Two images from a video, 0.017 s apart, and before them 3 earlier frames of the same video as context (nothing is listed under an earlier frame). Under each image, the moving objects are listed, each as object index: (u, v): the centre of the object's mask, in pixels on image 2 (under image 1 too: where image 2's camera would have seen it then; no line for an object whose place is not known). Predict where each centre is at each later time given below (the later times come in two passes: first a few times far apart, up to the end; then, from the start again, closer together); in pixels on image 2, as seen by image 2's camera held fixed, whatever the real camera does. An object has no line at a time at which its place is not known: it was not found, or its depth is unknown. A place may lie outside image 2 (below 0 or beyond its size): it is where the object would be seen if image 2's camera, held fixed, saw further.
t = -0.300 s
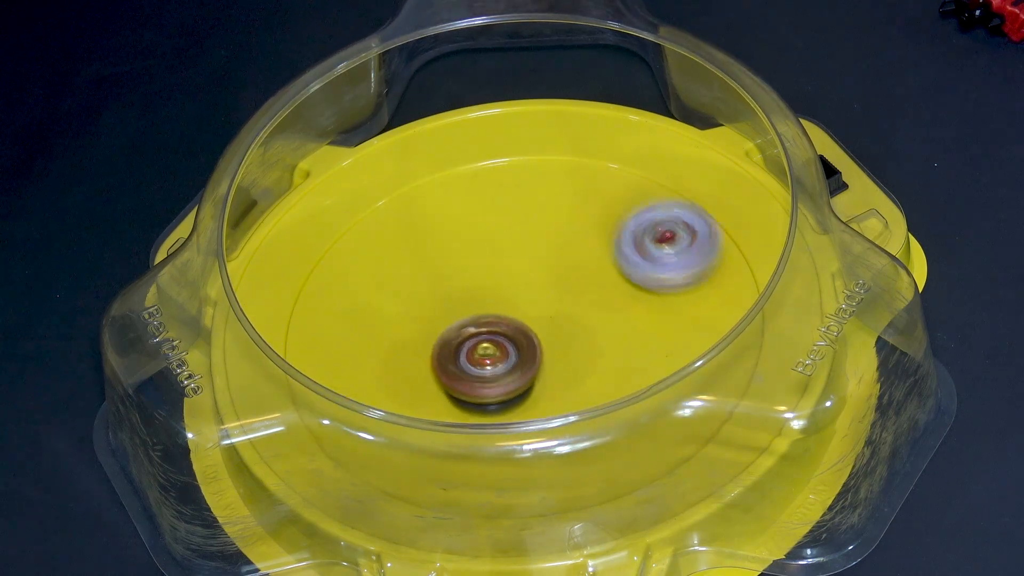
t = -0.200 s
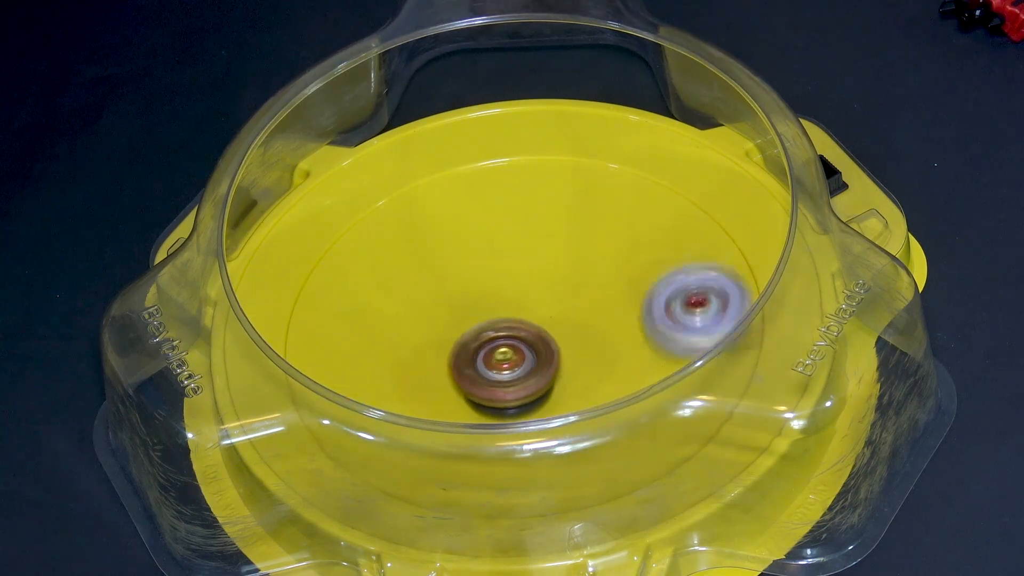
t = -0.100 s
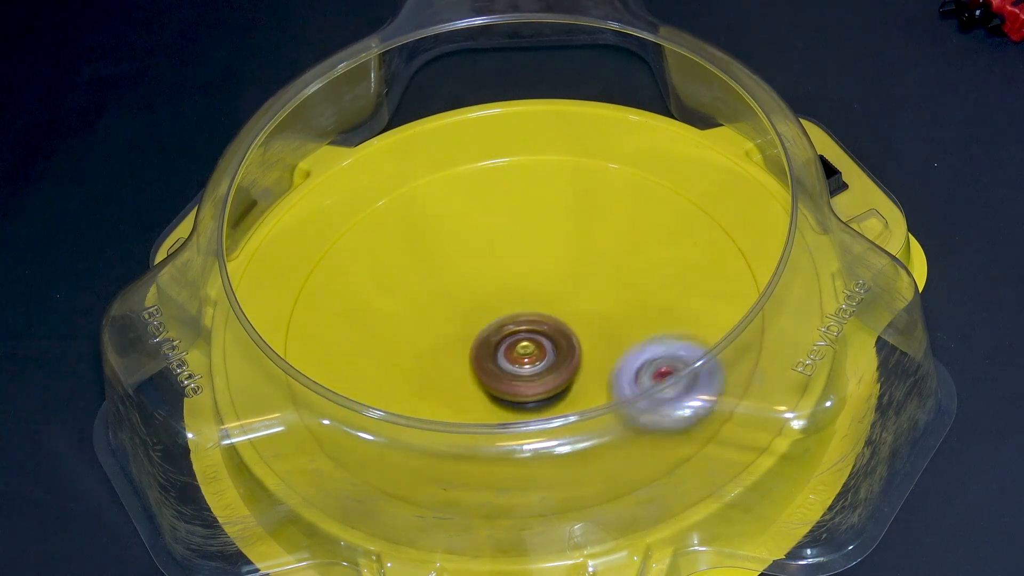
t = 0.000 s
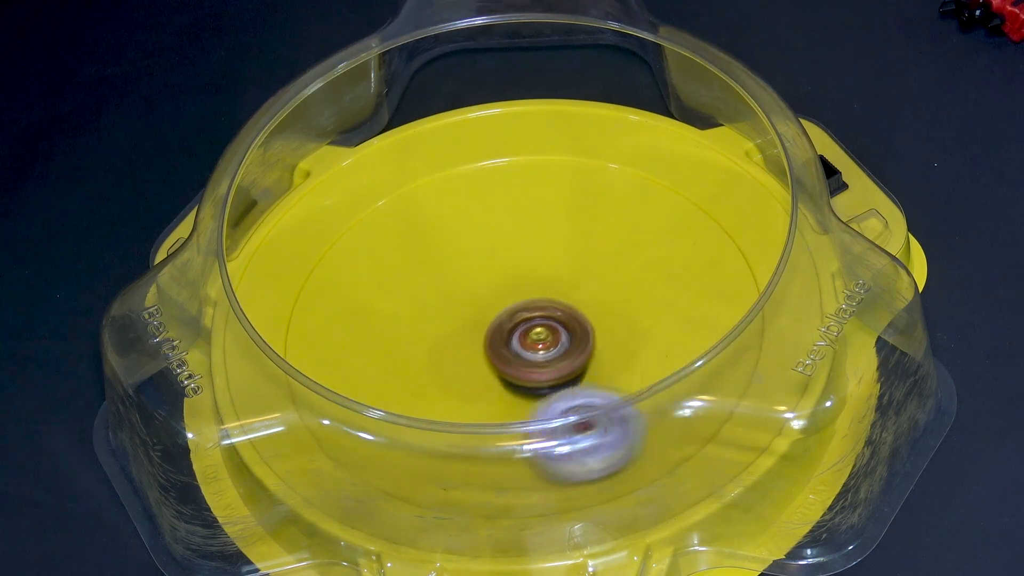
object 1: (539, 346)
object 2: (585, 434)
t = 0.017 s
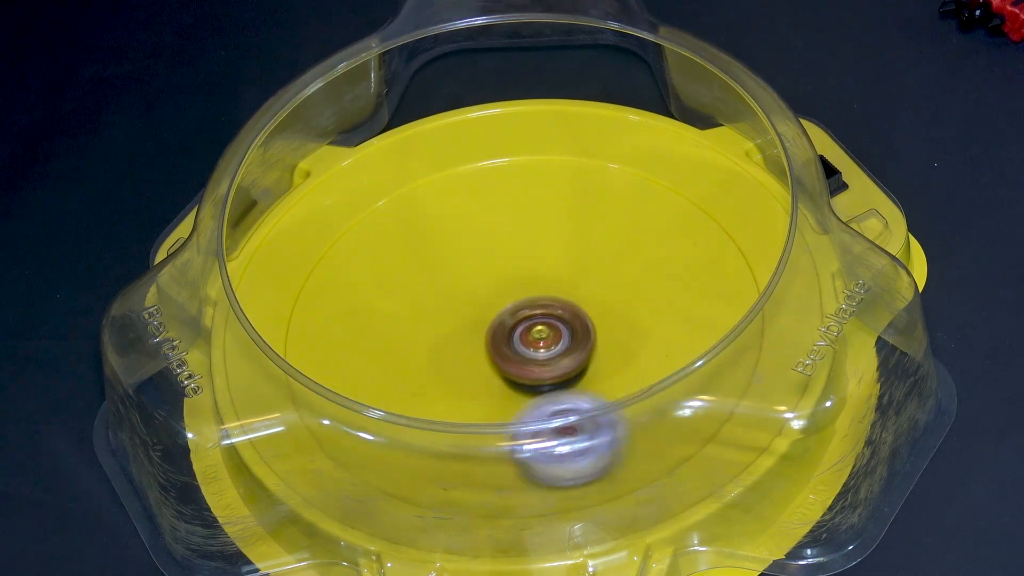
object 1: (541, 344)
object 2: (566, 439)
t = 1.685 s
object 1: (507, 316)
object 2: (546, 212)
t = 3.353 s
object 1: (508, 373)
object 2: (565, 291)
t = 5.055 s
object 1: (433, 348)
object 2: (571, 266)
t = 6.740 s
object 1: (502, 294)
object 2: (523, 394)
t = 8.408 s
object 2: (609, 333)
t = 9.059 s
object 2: (585, 327)
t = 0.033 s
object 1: (542, 341)
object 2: (548, 443)
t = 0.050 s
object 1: (543, 338)
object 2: (533, 444)
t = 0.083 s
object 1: (544, 332)
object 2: (498, 445)
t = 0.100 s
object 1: (545, 329)
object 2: (479, 441)
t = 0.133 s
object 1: (544, 324)
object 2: (449, 434)
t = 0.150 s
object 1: (543, 321)
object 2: (435, 421)
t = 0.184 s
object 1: (541, 315)
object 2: (411, 411)
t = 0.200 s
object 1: (539, 313)
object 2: (400, 402)
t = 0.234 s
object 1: (536, 308)
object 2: (386, 375)
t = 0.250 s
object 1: (534, 307)
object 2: (378, 368)
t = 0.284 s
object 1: (530, 303)
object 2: (366, 350)
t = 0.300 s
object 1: (527, 301)
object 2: (363, 340)
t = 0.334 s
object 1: (522, 298)
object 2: (365, 316)
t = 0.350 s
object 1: (519, 297)
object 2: (367, 303)
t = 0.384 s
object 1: (513, 295)
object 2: (375, 281)
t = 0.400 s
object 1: (510, 295)
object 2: (382, 271)
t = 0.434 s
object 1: (504, 295)
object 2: (399, 251)
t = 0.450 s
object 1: (501, 295)
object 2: (408, 242)
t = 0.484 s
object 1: (496, 297)
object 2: (431, 224)
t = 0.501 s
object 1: (493, 297)
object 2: (442, 217)
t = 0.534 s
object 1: (488, 300)
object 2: (467, 207)
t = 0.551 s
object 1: (486, 302)
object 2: (483, 203)
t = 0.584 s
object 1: (482, 306)
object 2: (513, 197)
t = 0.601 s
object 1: (481, 308)
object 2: (528, 196)
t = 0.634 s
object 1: (479, 313)
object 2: (557, 197)
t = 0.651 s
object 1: (478, 315)
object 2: (570, 199)
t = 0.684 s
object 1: (479, 321)
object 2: (598, 207)
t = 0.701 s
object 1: (480, 323)
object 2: (613, 212)
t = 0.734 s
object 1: (483, 329)
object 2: (636, 225)
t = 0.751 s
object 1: (485, 331)
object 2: (646, 234)
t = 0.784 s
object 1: (490, 336)
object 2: (662, 254)
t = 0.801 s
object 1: (493, 337)
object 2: (668, 265)
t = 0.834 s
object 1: (499, 341)
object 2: (677, 288)
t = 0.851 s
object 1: (503, 342)
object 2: (680, 299)
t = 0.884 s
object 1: (510, 344)
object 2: (676, 322)
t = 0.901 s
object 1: (513, 344)
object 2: (673, 335)
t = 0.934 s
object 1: (521, 345)
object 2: (662, 359)
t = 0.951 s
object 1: (524, 345)
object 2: (653, 371)
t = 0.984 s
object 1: (532, 345)
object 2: (633, 391)
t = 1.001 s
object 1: (535, 344)
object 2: (622, 398)
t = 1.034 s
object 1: (541, 341)
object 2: (597, 414)
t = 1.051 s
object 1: (545, 340)
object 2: (582, 423)
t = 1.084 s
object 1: (552, 339)
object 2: (549, 431)
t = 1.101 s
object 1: (554, 338)
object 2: (532, 434)
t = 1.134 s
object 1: (560, 336)
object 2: (501, 436)
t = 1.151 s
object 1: (562, 334)
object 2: (486, 434)
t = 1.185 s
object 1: (566, 330)
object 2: (455, 433)
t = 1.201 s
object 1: (568, 328)
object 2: (442, 424)
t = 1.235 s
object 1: (570, 324)
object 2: (417, 413)
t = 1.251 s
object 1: (571, 322)
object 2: (403, 405)
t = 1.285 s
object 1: (572, 318)
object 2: (383, 388)
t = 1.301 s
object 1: (572, 315)
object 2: (376, 378)
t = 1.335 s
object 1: (570, 312)
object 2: (366, 358)
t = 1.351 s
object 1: (569, 309)
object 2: (361, 350)
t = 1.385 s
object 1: (566, 306)
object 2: (358, 328)
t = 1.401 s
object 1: (563, 305)
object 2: (360, 317)
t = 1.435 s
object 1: (558, 303)
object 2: (367, 295)
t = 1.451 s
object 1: (554, 302)
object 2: (373, 285)
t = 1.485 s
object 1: (548, 302)
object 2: (389, 265)
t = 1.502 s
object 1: (544, 302)
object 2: (398, 255)
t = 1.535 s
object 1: (537, 302)
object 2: (418, 239)
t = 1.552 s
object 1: (533, 303)
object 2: (431, 232)
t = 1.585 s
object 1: (526, 305)
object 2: (458, 221)
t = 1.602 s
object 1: (523, 306)
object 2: (470, 217)
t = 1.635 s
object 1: (516, 310)
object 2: (499, 212)
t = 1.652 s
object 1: (513, 312)
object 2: (515, 211)
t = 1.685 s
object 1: (507, 316)
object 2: (546, 212)
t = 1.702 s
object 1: (505, 318)
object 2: (559, 214)
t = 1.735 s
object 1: (501, 322)
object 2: (587, 221)
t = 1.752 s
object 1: (499, 325)
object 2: (599, 224)
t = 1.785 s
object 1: (496, 330)
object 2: (623, 236)
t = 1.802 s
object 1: (495, 332)
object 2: (634, 244)
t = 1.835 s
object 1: (493, 337)
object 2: (652, 260)
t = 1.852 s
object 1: (493, 340)
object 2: (658, 269)
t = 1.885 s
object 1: (492, 344)
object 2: (669, 290)
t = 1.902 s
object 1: (493, 346)
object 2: (674, 300)
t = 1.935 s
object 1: (494, 350)
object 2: (675, 322)
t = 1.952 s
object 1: (495, 352)
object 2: (670, 330)
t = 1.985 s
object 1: (497, 356)
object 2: (665, 355)
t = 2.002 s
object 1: (499, 357)
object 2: (659, 364)
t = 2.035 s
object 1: (503, 360)
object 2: (643, 384)
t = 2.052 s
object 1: (506, 361)
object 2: (633, 394)
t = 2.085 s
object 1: (510, 362)
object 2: (612, 411)
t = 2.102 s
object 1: (512, 362)
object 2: (599, 417)
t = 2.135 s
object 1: (516, 360)
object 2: (570, 429)
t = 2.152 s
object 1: (519, 358)
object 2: (555, 436)
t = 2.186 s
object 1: (527, 354)
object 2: (524, 443)
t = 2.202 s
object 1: (530, 352)
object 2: (509, 448)
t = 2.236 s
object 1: (534, 345)
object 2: (475, 452)
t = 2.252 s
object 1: (536, 341)
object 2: (461, 451)
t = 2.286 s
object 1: (539, 335)
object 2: (433, 446)
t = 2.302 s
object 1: (540, 332)
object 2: (419, 442)
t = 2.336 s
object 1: (540, 326)
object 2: (394, 431)
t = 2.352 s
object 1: (540, 323)
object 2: (384, 423)
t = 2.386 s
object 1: (539, 318)
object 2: (367, 404)
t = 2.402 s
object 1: (538, 315)
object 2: (360, 396)
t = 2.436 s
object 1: (536, 310)
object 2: (357, 369)
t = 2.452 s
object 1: (534, 307)
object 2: (353, 361)
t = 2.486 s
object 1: (531, 303)
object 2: (349, 346)
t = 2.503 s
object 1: (529, 302)
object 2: (351, 335)
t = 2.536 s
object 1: (525, 298)
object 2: (361, 315)
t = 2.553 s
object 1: (523, 297)
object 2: (369, 305)
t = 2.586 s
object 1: (519, 295)
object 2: (387, 287)
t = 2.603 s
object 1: (516, 294)
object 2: (396, 278)
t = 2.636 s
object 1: (527, 300)
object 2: (399, 255)
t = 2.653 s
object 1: (549, 309)
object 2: (389, 235)
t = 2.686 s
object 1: (588, 325)
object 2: (375, 200)
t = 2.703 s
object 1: (607, 333)
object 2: (370, 186)
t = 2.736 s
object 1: (641, 344)
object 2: (379, 169)
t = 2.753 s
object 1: (655, 350)
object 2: (385, 165)
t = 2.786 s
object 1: (681, 358)
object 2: (396, 155)
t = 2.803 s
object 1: (692, 361)
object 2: (402, 151)
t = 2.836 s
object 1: (706, 366)
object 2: (414, 142)
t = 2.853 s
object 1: (713, 368)
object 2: (420, 137)
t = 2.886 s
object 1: (724, 370)
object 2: (432, 127)
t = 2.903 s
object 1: (726, 370)
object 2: (437, 123)
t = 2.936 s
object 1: (725, 369)
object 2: (451, 113)
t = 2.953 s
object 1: (723, 368)
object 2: (459, 110)
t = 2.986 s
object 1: (715, 364)
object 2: (477, 107)
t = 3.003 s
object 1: (711, 362)
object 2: (486, 107)
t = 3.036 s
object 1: (699, 356)
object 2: (506, 111)
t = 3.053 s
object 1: (690, 353)
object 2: (516, 117)
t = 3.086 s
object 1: (674, 345)
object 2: (533, 131)
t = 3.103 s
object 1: (663, 341)
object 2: (543, 140)
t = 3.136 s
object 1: (642, 333)
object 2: (562, 165)
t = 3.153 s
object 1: (631, 329)
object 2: (571, 179)
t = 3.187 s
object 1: (607, 321)
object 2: (585, 209)
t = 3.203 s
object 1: (595, 317)
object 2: (590, 222)
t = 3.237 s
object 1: (575, 330)
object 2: (592, 235)
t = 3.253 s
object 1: (565, 337)
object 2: (589, 240)
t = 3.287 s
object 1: (545, 351)
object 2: (585, 254)
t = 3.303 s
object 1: (535, 358)
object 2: (581, 264)
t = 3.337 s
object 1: (516, 369)
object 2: (571, 283)
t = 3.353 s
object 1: (508, 373)
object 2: (565, 291)
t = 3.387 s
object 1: (489, 382)
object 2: (553, 306)
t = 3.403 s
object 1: (477, 388)
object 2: (550, 310)
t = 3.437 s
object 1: (454, 407)
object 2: (543, 316)
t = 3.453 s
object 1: (444, 413)
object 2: (539, 319)
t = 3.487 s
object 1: (427, 420)
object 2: (526, 326)
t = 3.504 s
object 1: (418, 427)
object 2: (517, 328)
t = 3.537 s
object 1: (408, 436)
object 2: (500, 333)
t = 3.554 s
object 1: (405, 439)
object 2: (492, 335)
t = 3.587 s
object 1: (403, 443)
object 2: (475, 335)
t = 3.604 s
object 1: (404, 443)
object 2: (466, 333)
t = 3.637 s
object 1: (412, 443)
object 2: (452, 329)
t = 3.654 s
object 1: (415, 443)
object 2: (446, 327)
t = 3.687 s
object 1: (427, 440)
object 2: (436, 320)
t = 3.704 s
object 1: (433, 438)
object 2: (433, 316)
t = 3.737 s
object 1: (444, 433)
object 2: (429, 307)
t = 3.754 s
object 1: (452, 423)
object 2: (430, 301)
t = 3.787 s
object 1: (464, 418)
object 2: (433, 293)
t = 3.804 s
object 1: (471, 414)
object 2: (437, 289)
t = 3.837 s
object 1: (484, 403)
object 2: (449, 283)
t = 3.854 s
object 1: (491, 391)
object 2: (456, 282)
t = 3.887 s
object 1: (504, 382)
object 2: (472, 281)
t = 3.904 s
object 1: (510, 377)
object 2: (480, 281)
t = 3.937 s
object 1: (521, 365)
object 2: (495, 283)
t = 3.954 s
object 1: (528, 365)
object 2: (500, 278)
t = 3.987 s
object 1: (540, 364)
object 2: (512, 266)
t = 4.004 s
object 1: (544, 363)
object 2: (518, 261)
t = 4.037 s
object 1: (552, 361)
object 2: (531, 251)
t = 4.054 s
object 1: (555, 358)
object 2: (538, 247)
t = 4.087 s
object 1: (559, 353)
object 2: (554, 242)
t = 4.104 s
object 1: (560, 350)
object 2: (561, 241)
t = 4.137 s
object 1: (560, 344)
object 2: (577, 243)
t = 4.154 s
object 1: (560, 341)
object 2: (583, 247)
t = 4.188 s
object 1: (557, 337)
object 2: (596, 250)
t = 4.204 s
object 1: (555, 339)
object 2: (602, 250)
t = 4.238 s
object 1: (550, 339)
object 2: (611, 254)
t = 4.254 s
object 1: (548, 339)
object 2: (615, 258)
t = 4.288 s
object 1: (542, 339)
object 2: (619, 266)
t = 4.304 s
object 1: (535, 343)
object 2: (624, 266)
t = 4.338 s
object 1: (522, 348)
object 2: (633, 268)
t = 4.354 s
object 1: (516, 350)
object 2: (635, 270)
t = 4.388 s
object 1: (505, 353)
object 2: (637, 276)
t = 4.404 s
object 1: (501, 354)
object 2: (637, 280)
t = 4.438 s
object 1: (495, 356)
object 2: (632, 289)
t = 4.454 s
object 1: (493, 356)
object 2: (628, 293)
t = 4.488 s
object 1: (488, 357)
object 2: (616, 302)
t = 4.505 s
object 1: (488, 357)
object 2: (609, 306)
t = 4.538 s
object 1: (484, 357)
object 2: (591, 312)
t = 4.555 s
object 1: (480, 357)
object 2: (585, 313)
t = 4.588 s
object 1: (467, 360)
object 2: (579, 311)
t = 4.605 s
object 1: (462, 360)
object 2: (578, 310)
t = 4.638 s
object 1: (455, 361)
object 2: (572, 307)
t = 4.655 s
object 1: (452, 361)
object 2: (571, 306)
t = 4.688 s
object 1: (447, 360)
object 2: (564, 302)
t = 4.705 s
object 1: (446, 360)
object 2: (562, 300)
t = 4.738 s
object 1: (443, 359)
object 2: (558, 296)
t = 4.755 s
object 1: (442, 358)
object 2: (555, 294)
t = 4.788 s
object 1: (441, 357)
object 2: (552, 291)
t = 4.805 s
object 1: (441, 356)
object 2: (549, 290)
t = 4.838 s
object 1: (443, 353)
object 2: (545, 287)
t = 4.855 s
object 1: (443, 352)
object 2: (542, 287)
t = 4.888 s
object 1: (446, 349)
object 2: (540, 285)
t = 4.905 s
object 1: (448, 347)
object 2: (539, 285)
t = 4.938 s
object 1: (452, 344)
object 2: (537, 285)
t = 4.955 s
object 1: (447, 344)
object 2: (540, 281)
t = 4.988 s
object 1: (439, 348)
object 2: (551, 274)
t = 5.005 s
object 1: (436, 349)
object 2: (557, 271)
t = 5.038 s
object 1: (433, 349)
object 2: (567, 267)
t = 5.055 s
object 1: (433, 348)
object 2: (571, 266)
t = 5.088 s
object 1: (434, 348)
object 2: (581, 266)
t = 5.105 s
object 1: (434, 347)
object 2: (585, 267)
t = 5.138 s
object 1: (436, 346)
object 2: (592, 271)
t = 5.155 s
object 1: (437, 345)
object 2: (595, 273)
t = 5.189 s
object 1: (441, 344)
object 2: (597, 279)
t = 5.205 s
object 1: (442, 342)
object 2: (597, 284)
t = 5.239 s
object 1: (448, 341)
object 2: (595, 292)
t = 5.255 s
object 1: (450, 339)
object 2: (593, 297)
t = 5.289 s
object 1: (457, 337)
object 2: (586, 305)
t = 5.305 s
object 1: (460, 336)
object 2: (582, 309)
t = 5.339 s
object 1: (459, 333)
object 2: (580, 315)
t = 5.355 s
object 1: (450, 332)
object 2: (588, 319)
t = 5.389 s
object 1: (435, 328)
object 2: (603, 325)
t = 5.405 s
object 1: (429, 327)
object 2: (607, 330)
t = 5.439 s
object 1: (422, 324)
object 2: (614, 339)
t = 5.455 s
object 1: (420, 323)
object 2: (615, 345)
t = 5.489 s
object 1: (419, 321)
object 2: (613, 356)
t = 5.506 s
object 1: (419, 320)
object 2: (610, 361)
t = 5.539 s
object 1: (420, 320)
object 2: (599, 369)
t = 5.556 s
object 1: (421, 319)
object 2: (591, 372)
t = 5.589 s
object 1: (424, 318)
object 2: (575, 377)
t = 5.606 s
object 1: (426, 317)
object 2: (567, 377)
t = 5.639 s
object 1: (431, 317)
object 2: (551, 378)
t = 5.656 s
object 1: (434, 317)
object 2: (543, 377)
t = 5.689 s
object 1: (439, 317)
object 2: (525, 370)
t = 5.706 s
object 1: (435, 312)
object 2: (529, 369)
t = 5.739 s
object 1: (413, 293)
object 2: (545, 371)
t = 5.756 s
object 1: (405, 286)
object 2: (553, 369)
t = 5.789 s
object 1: (389, 270)
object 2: (565, 368)
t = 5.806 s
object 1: (383, 264)
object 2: (572, 368)
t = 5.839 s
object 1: (375, 253)
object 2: (582, 367)
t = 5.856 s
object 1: (372, 248)
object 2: (587, 366)
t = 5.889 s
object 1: (371, 242)
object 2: (594, 365)
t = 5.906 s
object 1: (372, 240)
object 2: (597, 365)
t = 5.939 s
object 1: (376, 239)
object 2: (599, 365)
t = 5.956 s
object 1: (380, 239)
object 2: (601, 365)
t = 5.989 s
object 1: (389, 242)
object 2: (600, 363)
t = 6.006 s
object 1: (395, 244)
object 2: (602, 362)
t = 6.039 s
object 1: (408, 249)
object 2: (600, 358)
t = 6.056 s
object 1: (415, 253)
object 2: (599, 358)
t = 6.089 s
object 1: (431, 261)
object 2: (595, 354)
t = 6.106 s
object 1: (440, 265)
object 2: (594, 353)
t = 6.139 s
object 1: (459, 275)
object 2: (589, 348)
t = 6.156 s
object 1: (468, 279)
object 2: (586, 346)
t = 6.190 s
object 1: (487, 289)
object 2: (580, 339)
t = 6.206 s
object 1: (493, 292)
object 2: (581, 337)
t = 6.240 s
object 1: (497, 289)
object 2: (594, 342)
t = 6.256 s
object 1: (499, 289)
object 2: (599, 345)
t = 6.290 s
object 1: (504, 288)
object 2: (609, 351)
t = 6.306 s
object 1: (506, 288)
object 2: (613, 355)
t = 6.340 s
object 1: (512, 291)
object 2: (617, 360)
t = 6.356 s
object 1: (516, 293)
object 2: (618, 363)
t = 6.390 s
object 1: (522, 297)
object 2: (619, 373)
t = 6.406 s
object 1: (525, 299)
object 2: (616, 377)
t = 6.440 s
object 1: (529, 304)
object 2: (608, 383)
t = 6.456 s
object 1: (531, 307)
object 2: (602, 386)
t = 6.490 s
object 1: (534, 313)
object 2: (588, 388)
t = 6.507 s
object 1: (535, 314)
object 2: (582, 388)
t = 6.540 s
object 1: (535, 315)
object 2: (571, 390)
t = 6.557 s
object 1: (533, 313)
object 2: (567, 393)
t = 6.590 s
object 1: (529, 312)
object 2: (558, 395)
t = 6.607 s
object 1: (527, 311)
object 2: (553, 397)
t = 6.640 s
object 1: (522, 310)
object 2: (542, 394)
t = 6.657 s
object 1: (519, 310)
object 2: (536, 393)
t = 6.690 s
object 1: (514, 309)
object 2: (528, 385)
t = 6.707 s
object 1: (512, 307)
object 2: (525, 383)
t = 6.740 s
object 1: (502, 294)
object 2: (523, 394)
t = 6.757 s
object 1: (497, 288)
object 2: (522, 397)
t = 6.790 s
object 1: (489, 274)
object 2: (518, 401)
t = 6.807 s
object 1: (486, 270)
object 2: (518, 403)
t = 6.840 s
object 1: (479, 261)
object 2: (515, 405)
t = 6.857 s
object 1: (476, 257)
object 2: (513, 406)
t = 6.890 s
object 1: (471, 253)
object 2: (512, 404)
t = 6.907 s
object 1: (470, 252)
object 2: (511, 403)
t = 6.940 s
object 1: (466, 251)
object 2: (510, 400)
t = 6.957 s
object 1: (464, 250)
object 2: (511, 398)
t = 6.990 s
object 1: (463, 251)
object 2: (512, 389)
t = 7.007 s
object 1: (463, 252)
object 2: (512, 390)
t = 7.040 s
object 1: (464, 255)
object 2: (514, 382)
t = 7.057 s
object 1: (465, 256)
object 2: (516, 379)
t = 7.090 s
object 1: (468, 261)
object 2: (521, 369)
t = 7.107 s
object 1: (470, 264)
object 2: (523, 366)
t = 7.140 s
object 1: (475, 270)
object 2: (530, 356)
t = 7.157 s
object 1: (478, 272)
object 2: (533, 351)
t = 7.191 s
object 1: (482, 276)
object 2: (545, 344)
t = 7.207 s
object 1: (483, 276)
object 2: (551, 343)
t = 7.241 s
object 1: (488, 277)
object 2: (565, 342)
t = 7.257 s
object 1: (490, 278)
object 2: (571, 341)
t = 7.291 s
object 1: (495, 279)
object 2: (581, 341)
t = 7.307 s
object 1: (498, 281)
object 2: (588, 340)
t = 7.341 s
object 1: (502, 284)
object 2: (597, 341)
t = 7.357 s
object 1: (504, 286)
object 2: (601, 342)
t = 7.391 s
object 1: (508, 291)
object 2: (606, 344)
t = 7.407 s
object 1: (511, 293)
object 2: (608, 344)
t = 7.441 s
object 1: (514, 299)
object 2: (610, 346)
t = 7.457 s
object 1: (515, 302)
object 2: (609, 347)
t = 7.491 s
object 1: (517, 307)
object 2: (606, 347)
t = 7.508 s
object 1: (517, 309)
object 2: (606, 348)
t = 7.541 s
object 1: (512, 311)
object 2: (608, 350)
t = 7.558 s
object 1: (508, 312)
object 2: (610, 351)
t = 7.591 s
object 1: (501, 314)
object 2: (610, 353)
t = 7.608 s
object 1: (497, 315)
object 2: (608, 355)
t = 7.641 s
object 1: (491, 317)
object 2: (604, 355)
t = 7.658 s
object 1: (489, 319)
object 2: (600, 356)
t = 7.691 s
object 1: (485, 321)
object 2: (593, 356)
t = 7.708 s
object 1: (482, 322)
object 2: (591, 355)
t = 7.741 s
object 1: (478, 323)
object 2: (582, 352)
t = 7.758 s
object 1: (476, 324)
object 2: (578, 351)
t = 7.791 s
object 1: (465, 323)
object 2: (580, 348)
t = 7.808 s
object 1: (450, 319)
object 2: (590, 348)
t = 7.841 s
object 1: (423, 310)
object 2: (608, 349)
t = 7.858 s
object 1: (411, 306)
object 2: (617, 349)
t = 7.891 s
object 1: (392, 298)
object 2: (627, 350)
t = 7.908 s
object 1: (386, 295)
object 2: (633, 349)
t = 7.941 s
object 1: (375, 289)
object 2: (641, 348)
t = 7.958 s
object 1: (372, 288)
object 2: (645, 347)
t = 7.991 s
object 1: (368, 284)
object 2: (651, 346)
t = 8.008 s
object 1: (367, 283)
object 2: (654, 346)
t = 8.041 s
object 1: (370, 282)
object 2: (657, 345)
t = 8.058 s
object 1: (372, 281)
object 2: (660, 349)
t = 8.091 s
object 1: (379, 282)
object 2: (658, 350)
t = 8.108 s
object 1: (384, 284)
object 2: (656, 350)
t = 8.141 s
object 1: (395, 286)
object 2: (648, 349)
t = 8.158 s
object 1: (402, 287)
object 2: (644, 348)
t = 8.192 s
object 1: (417, 292)
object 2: (636, 348)
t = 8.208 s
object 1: (425, 294)
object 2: (629, 347)
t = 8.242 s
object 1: (444, 297)
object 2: (617, 344)
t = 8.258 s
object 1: (454, 299)
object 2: (612, 341)
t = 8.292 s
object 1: (476, 303)
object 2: (601, 337)
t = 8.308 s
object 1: (487, 303)
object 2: (596, 335)
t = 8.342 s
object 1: (503, 300)
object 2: (592, 330)
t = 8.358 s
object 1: (507, 297)
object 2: (594, 329)
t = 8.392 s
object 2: (605, 332)
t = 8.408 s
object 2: (609, 333)
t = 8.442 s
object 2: (613, 335)
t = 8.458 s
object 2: (616, 335)
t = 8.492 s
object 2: (621, 337)
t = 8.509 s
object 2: (623, 338)
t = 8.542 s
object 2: (629, 339)
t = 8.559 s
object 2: (632, 339)
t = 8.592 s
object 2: (635, 340)
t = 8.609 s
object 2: (636, 342)
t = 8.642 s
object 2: (635, 344)
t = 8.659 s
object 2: (633, 345)
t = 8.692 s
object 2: (627, 346)
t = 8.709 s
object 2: (623, 347)
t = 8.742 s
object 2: (613, 346)
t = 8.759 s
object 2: (609, 345)
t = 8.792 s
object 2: (598, 343)
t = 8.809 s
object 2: (598, 343)
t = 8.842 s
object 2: (595, 342)
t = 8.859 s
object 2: (593, 341)
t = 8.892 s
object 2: (587, 338)
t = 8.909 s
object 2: (585, 336)
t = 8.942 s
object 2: (582, 332)
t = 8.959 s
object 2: (584, 331)
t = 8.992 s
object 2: (585, 330)
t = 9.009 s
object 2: (585, 330)
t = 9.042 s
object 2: (585, 328)
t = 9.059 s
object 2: (585, 327)
